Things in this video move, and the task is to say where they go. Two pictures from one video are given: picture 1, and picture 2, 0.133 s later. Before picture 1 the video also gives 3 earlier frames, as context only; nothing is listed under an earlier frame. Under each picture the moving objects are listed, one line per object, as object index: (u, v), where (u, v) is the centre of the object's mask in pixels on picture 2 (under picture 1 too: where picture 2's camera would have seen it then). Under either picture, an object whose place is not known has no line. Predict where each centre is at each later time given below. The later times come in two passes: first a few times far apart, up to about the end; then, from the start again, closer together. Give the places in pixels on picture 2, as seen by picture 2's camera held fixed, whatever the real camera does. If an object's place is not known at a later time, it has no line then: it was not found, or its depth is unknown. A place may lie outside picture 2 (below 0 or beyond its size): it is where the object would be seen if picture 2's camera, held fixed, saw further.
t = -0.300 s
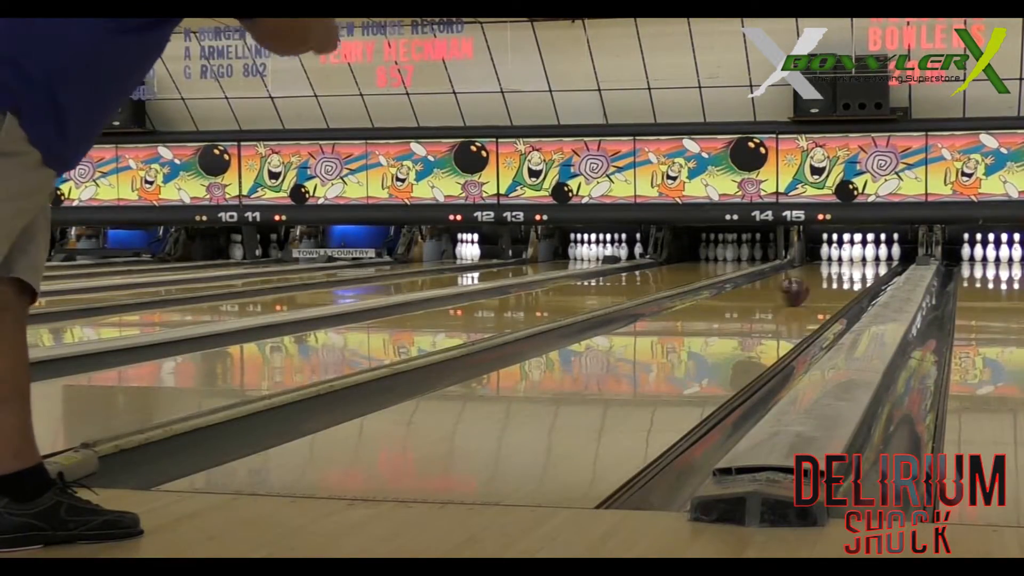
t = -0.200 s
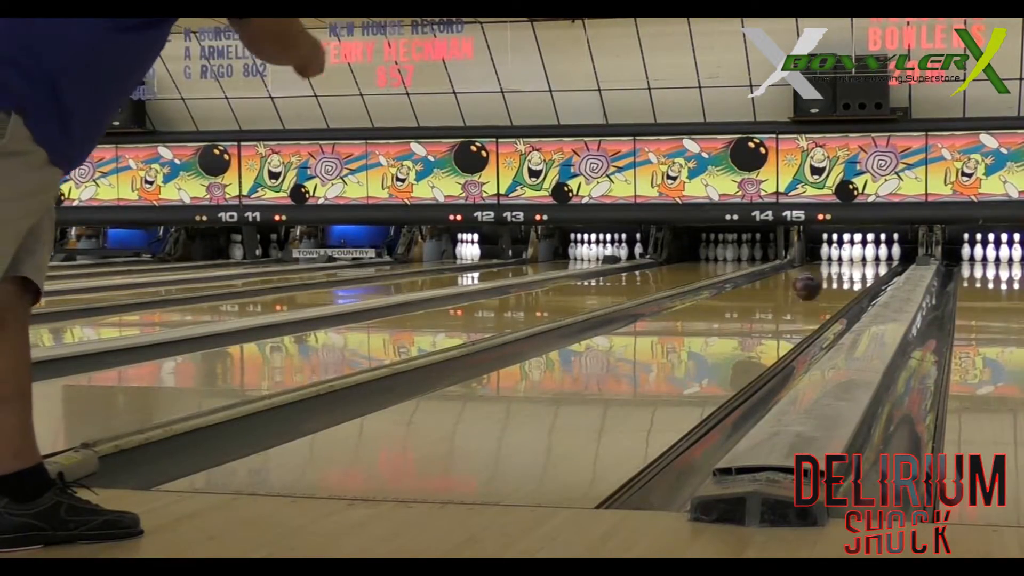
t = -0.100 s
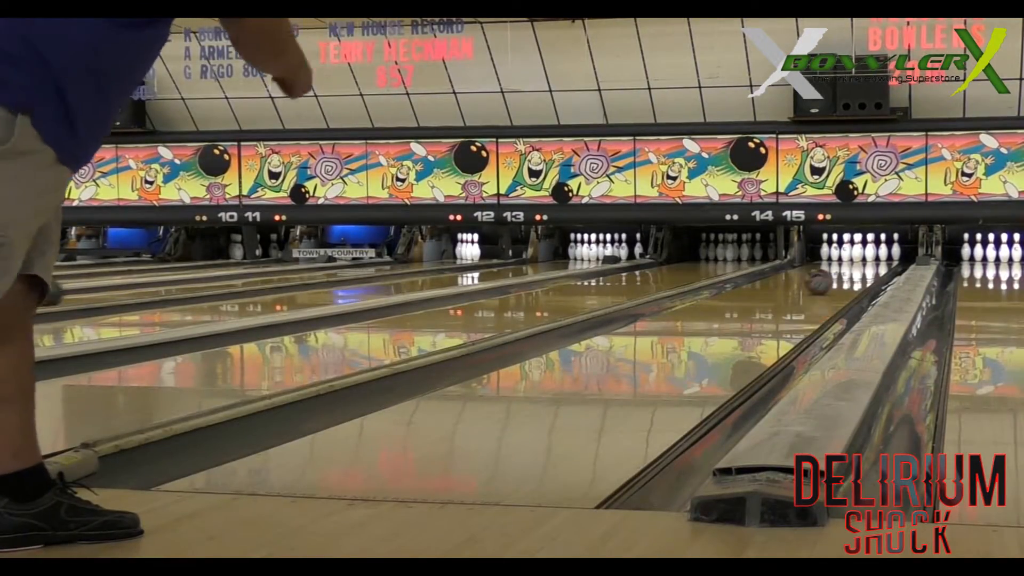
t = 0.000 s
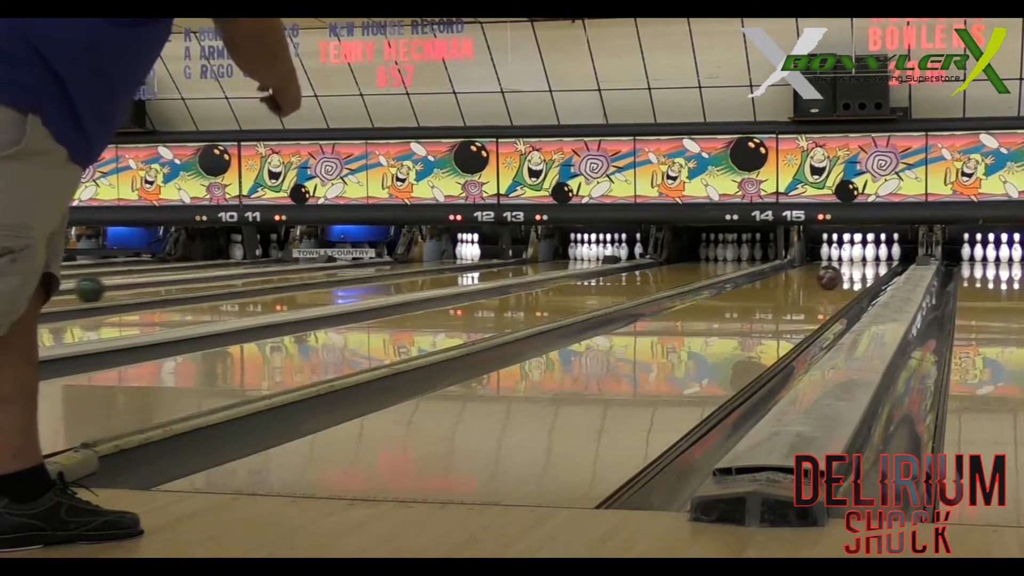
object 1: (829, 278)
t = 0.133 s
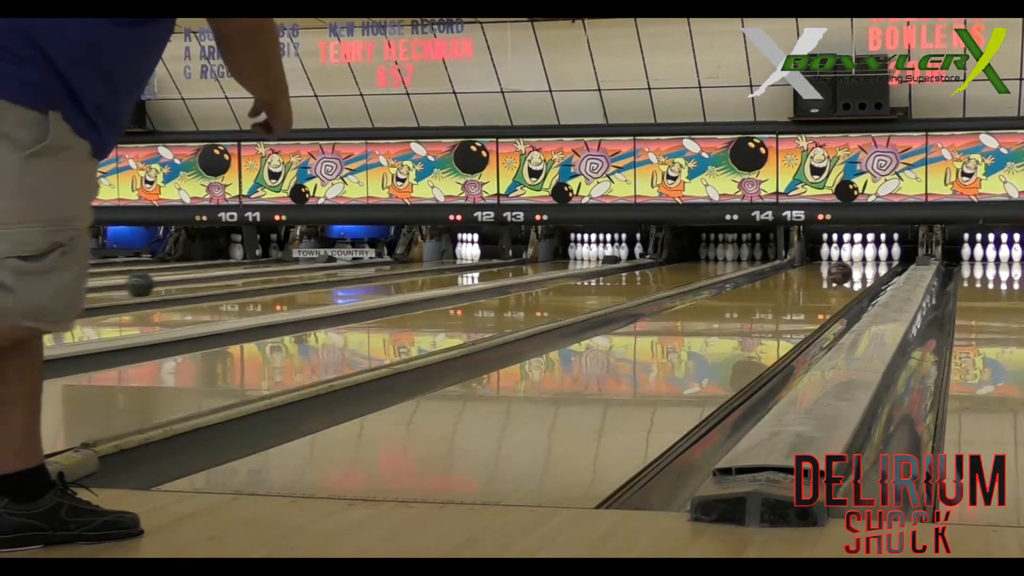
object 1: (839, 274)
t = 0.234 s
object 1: (846, 271)
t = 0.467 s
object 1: (859, 265)
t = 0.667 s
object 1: (865, 260)
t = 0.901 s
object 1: (865, 257)
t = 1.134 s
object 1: (863, 255)
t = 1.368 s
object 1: (868, 254)
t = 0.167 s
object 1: (842, 273)
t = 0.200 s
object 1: (843, 272)
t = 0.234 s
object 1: (846, 271)
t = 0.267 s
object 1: (849, 270)
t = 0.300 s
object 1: (851, 269)
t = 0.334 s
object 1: (853, 268)
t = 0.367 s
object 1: (855, 267)
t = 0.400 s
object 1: (856, 266)
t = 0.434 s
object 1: (858, 265)
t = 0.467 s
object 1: (859, 265)
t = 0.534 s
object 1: (861, 263)
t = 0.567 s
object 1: (862, 262)
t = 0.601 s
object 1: (863, 262)
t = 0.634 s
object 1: (864, 261)
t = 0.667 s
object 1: (865, 260)
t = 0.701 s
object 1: (865, 260)
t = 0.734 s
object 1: (865, 259)
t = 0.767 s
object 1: (865, 259)
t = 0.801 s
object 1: (865, 258)
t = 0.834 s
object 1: (865, 258)
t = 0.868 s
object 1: (865, 258)
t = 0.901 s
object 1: (865, 257)
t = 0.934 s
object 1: (865, 257)
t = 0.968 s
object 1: (864, 256)
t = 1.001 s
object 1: (863, 255)
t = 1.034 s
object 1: (862, 255)
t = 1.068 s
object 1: (862, 255)
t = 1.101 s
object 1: (863, 255)
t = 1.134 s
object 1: (863, 255)
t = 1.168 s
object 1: (863, 254)
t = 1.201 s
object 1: (864, 254)
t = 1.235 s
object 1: (866, 254)
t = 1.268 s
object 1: (865, 253)
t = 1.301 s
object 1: (867, 253)
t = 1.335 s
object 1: (868, 253)
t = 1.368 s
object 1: (868, 254)
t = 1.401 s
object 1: (870, 253)
